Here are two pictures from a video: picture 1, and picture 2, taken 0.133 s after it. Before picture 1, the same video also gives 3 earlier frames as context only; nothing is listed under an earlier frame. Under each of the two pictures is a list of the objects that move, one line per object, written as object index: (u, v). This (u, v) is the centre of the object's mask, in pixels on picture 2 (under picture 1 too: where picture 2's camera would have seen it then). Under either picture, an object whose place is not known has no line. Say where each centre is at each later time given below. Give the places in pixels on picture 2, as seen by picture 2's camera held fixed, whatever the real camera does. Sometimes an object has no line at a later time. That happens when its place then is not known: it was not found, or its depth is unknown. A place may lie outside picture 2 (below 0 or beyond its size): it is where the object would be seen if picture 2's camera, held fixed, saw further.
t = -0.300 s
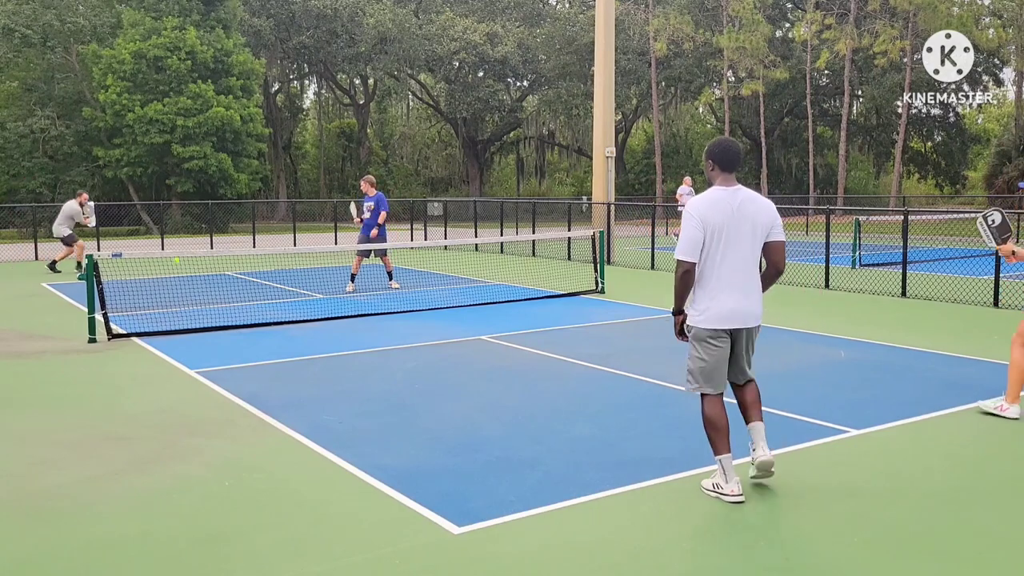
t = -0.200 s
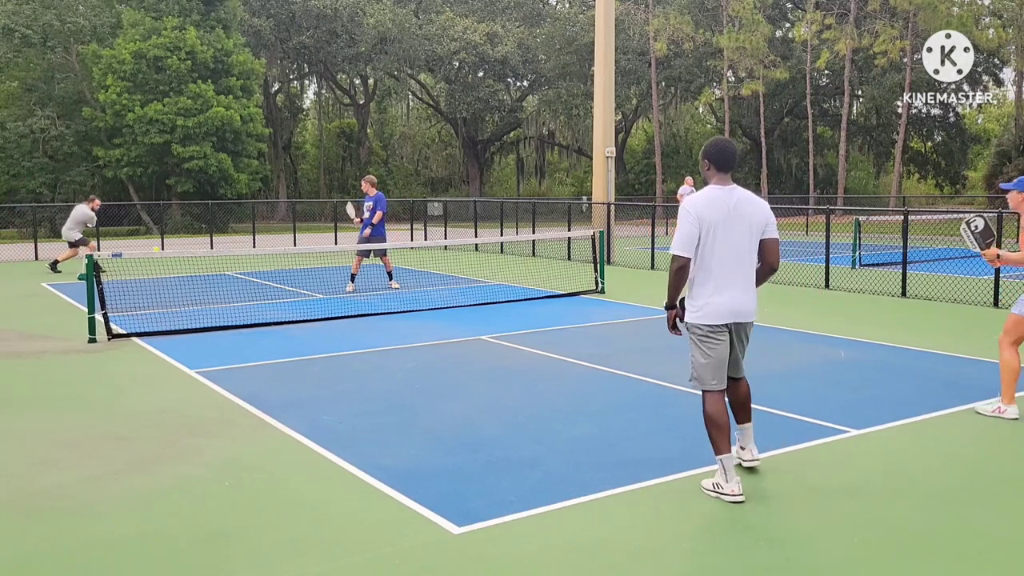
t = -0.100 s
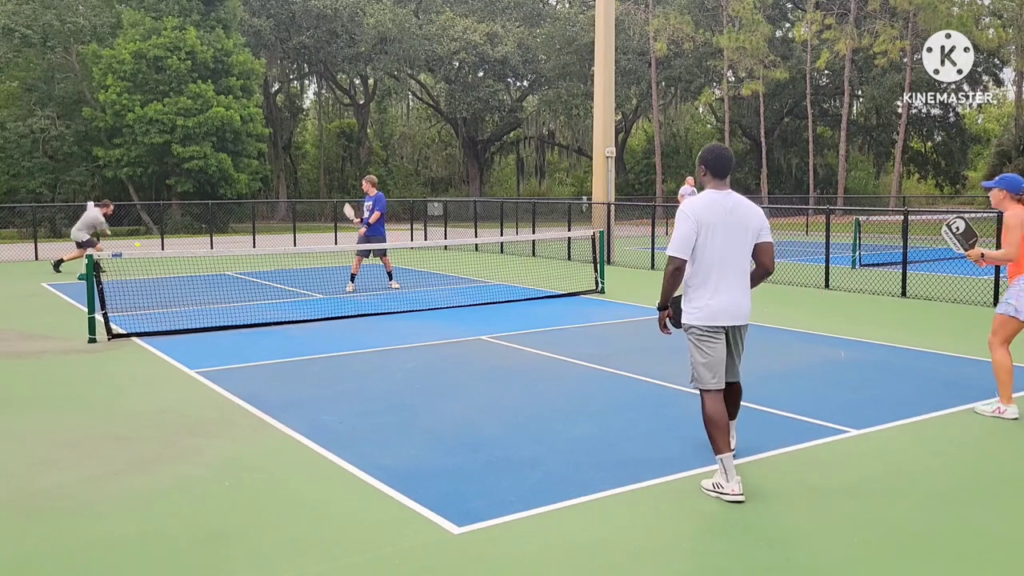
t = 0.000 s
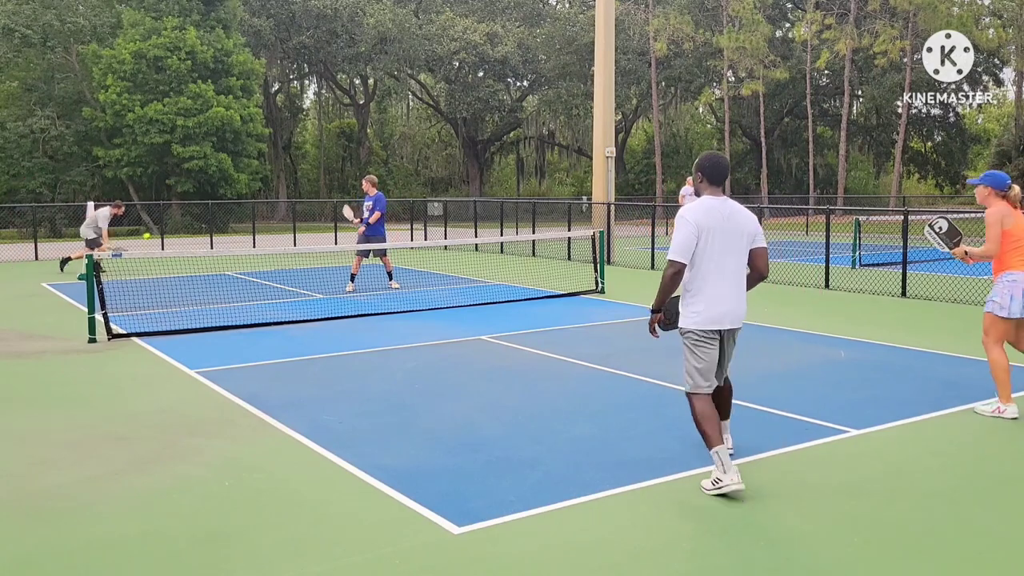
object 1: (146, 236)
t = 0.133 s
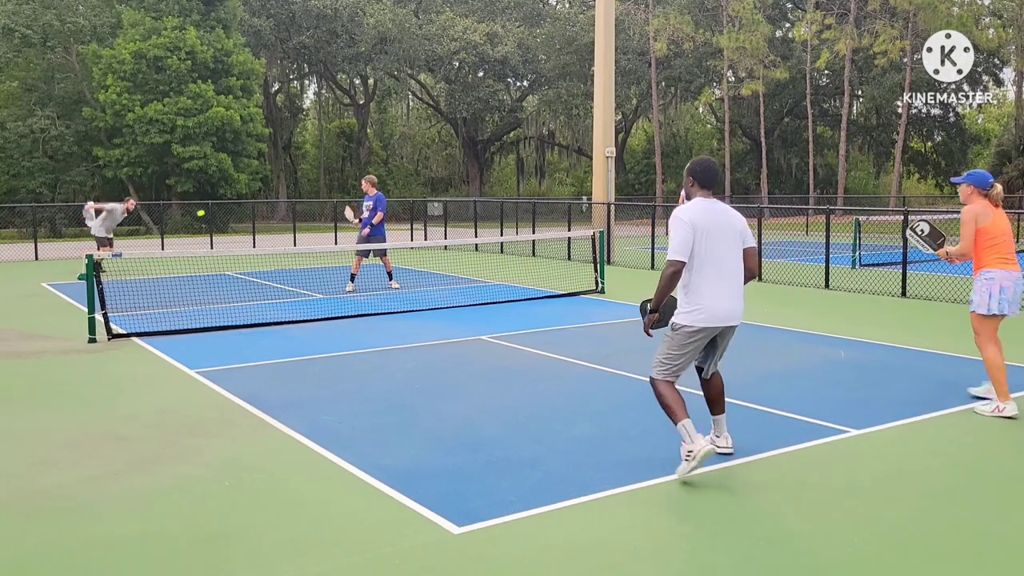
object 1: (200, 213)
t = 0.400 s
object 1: (322, 183)
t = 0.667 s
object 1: (462, 182)
